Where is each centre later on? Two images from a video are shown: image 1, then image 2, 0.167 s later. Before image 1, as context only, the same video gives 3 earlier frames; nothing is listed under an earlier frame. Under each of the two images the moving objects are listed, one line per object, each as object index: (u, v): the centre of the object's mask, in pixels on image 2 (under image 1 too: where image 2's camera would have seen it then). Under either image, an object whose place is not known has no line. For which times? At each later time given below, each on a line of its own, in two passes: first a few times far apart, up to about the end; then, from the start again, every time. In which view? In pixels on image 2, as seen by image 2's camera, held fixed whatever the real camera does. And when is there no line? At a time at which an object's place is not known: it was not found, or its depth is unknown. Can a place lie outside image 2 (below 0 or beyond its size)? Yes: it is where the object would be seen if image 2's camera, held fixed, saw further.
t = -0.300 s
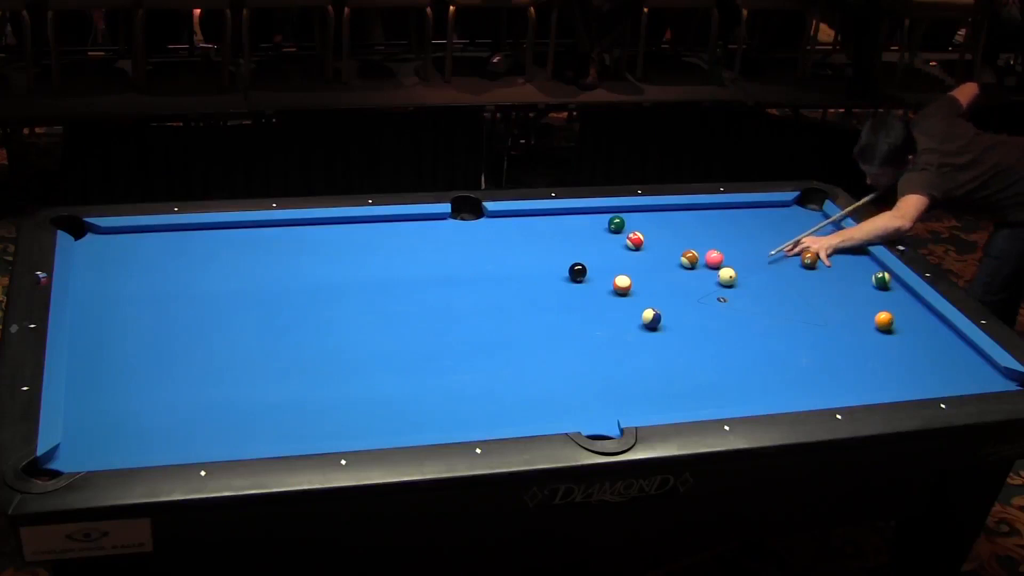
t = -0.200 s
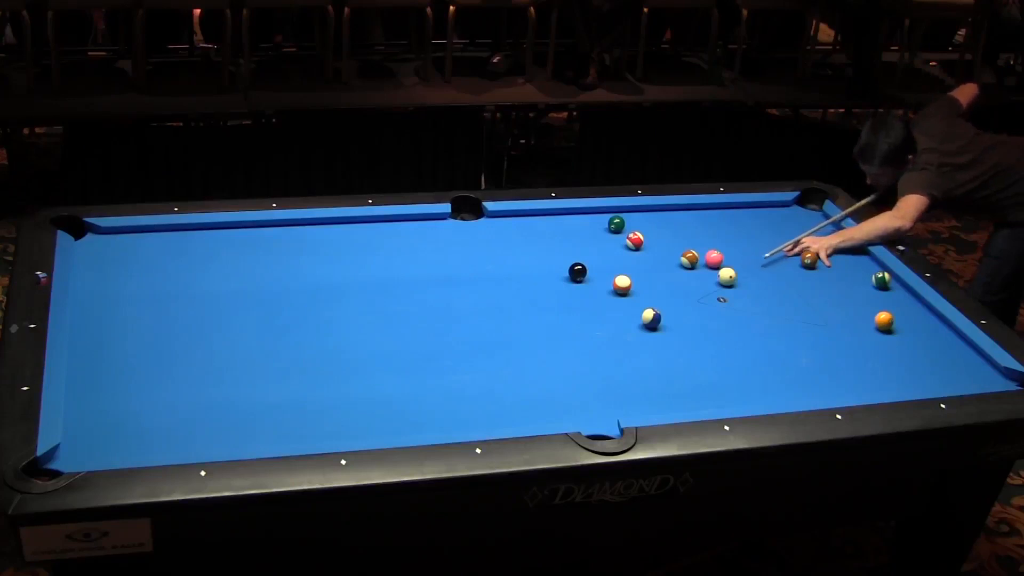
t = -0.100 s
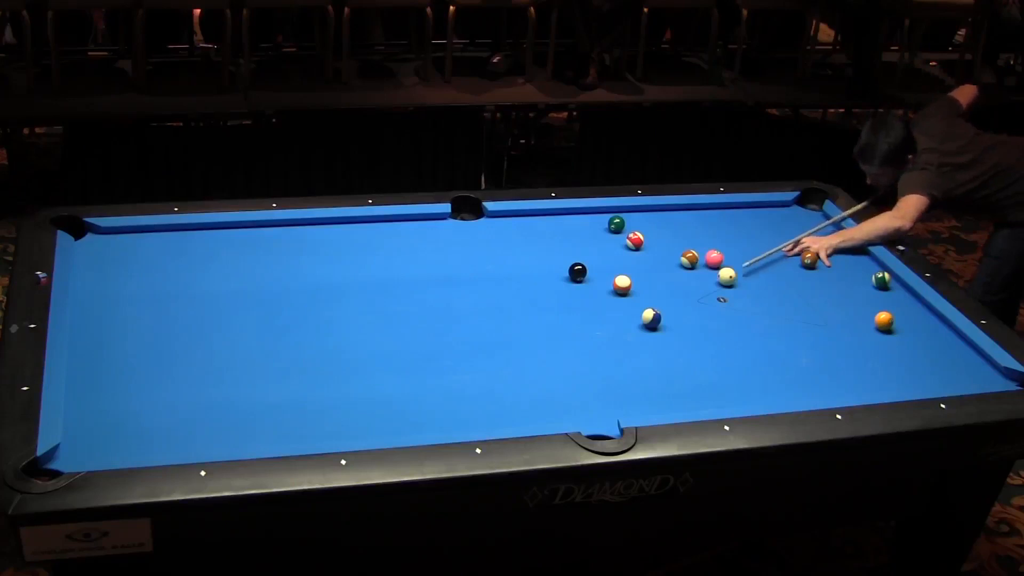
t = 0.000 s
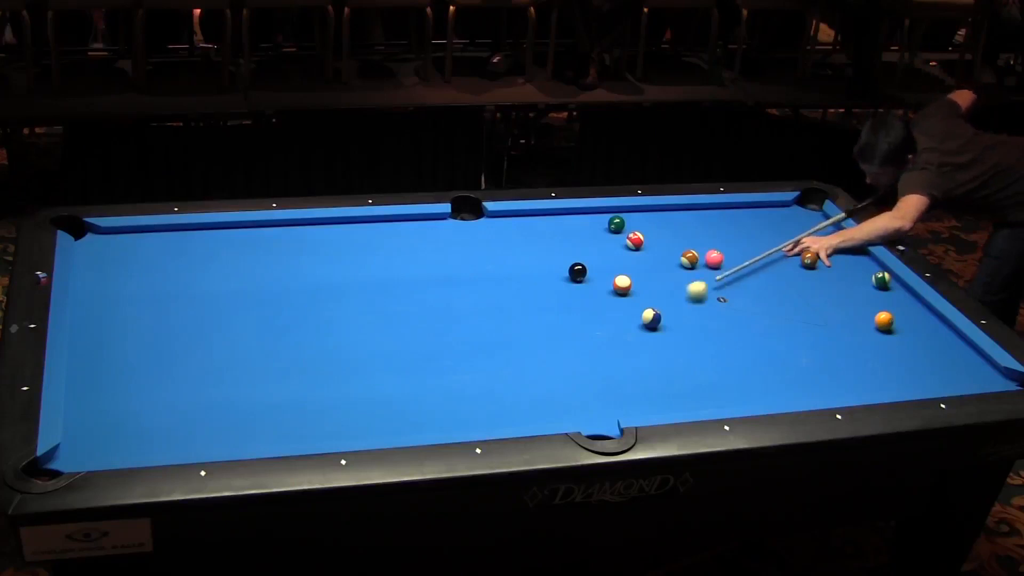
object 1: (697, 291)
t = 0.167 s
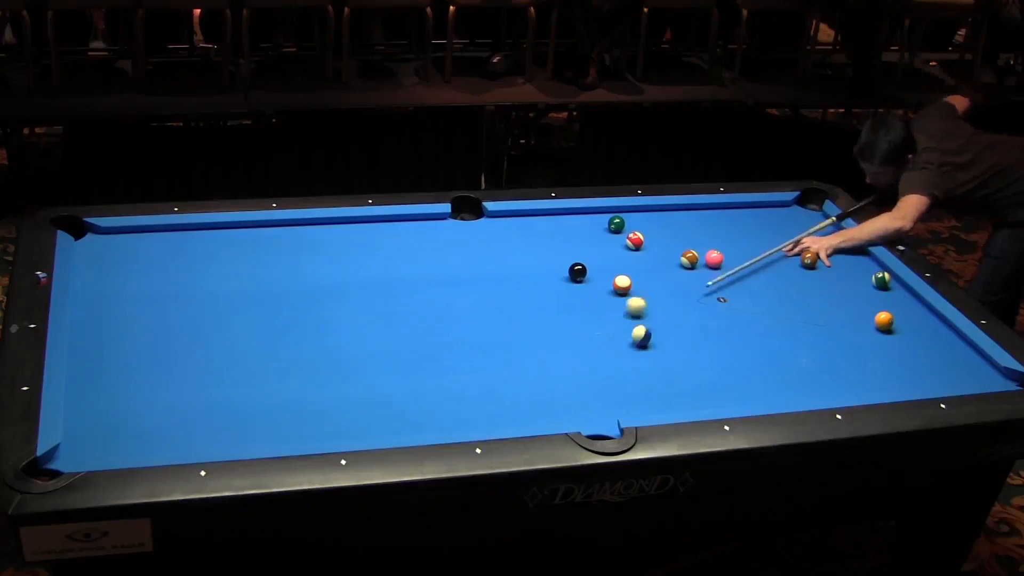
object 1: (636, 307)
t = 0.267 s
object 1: (606, 305)
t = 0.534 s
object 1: (522, 306)
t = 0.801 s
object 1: (436, 307)
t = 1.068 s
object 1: (353, 307)
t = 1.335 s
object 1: (270, 309)
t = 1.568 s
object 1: (199, 309)
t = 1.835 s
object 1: (120, 310)
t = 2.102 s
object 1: (104, 308)
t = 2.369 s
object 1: (147, 302)
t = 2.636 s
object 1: (188, 297)
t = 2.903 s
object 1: (227, 292)
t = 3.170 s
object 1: (262, 289)
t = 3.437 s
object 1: (296, 285)
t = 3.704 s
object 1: (327, 281)
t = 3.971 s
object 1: (355, 278)
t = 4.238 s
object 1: (381, 275)
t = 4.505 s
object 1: (405, 272)
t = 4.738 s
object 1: (424, 270)
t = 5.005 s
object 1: (444, 268)
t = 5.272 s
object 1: (462, 266)
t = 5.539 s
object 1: (478, 264)
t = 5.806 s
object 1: (492, 263)
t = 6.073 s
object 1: (503, 261)
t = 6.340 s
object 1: (513, 261)
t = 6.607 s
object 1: (521, 260)
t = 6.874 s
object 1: (527, 260)
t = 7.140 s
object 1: (531, 260)
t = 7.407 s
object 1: (534, 261)
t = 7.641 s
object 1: (535, 261)
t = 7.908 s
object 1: (535, 261)
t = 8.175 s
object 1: (535, 261)
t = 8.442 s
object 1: (535, 261)
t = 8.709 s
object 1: (535, 261)
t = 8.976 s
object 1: (535, 261)
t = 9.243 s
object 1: (535, 261)
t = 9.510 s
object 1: (535, 261)
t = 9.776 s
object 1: (535, 261)
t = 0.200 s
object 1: (626, 306)
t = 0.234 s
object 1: (616, 305)
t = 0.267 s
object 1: (606, 305)
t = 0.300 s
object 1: (595, 305)
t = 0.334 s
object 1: (585, 305)
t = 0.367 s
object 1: (575, 306)
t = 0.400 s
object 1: (564, 306)
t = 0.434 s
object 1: (553, 306)
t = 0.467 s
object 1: (543, 306)
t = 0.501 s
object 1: (532, 306)
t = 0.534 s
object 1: (522, 306)
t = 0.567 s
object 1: (511, 306)
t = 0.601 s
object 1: (500, 306)
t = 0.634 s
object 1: (490, 306)
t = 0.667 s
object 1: (479, 306)
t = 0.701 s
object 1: (468, 306)
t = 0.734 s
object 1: (458, 307)
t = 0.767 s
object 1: (447, 307)
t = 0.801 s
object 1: (436, 307)
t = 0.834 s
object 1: (426, 307)
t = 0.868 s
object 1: (415, 307)
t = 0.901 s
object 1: (405, 307)
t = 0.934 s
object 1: (395, 307)
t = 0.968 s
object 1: (384, 307)
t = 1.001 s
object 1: (373, 307)
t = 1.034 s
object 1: (363, 307)
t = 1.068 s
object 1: (353, 307)
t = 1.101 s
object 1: (342, 308)
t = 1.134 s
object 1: (332, 308)
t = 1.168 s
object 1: (322, 308)
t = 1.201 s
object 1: (311, 308)
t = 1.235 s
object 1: (301, 308)
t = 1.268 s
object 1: (291, 308)
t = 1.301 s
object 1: (281, 308)
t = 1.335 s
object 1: (270, 309)
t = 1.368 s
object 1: (260, 309)
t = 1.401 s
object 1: (250, 308)
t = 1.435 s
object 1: (240, 308)
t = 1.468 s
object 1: (229, 309)
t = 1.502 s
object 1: (219, 309)
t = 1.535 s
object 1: (209, 309)
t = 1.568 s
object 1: (199, 309)
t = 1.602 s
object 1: (189, 309)
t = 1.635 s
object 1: (179, 309)
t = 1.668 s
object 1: (169, 309)
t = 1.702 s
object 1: (159, 309)
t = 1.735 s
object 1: (149, 309)
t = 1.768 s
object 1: (140, 309)
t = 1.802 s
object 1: (129, 310)
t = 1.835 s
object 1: (120, 310)
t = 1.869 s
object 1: (110, 310)
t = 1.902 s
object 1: (100, 310)
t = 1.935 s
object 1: (90, 310)
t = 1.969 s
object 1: (81, 310)
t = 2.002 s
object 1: (85, 309)
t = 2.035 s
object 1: (92, 309)
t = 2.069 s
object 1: (98, 308)
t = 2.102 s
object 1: (104, 308)
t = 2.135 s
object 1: (110, 307)
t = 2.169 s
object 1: (115, 306)
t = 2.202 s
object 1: (121, 305)
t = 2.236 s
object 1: (126, 305)
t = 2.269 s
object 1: (131, 304)
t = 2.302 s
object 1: (136, 303)
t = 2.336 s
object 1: (142, 303)
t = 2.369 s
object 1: (147, 302)
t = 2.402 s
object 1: (153, 302)
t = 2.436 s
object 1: (158, 301)
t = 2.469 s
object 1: (163, 300)
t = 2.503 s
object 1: (168, 300)
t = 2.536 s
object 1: (173, 299)
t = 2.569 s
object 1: (178, 298)
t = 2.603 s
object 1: (183, 298)
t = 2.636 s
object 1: (188, 297)
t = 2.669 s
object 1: (193, 297)
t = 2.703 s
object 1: (198, 296)
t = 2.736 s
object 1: (203, 295)
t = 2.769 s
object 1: (208, 295)
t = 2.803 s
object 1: (212, 294)
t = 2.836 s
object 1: (217, 293)
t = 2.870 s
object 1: (222, 293)
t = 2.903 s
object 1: (227, 292)
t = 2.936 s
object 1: (231, 292)
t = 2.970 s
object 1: (236, 292)
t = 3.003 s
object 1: (240, 291)
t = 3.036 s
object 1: (245, 291)
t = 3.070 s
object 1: (249, 290)
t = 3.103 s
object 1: (254, 290)
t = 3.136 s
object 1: (258, 289)
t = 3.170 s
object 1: (262, 289)
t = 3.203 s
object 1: (267, 288)
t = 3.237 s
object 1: (271, 287)
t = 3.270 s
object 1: (275, 287)
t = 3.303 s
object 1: (280, 287)
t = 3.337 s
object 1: (284, 286)
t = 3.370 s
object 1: (288, 285)
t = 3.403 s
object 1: (292, 285)
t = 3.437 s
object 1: (296, 285)
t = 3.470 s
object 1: (300, 284)
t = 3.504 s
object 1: (304, 284)
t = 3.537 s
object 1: (308, 283)
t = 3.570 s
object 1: (312, 283)
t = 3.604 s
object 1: (316, 282)
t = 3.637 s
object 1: (319, 282)
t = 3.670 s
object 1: (323, 282)
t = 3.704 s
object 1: (327, 281)
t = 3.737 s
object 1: (330, 281)
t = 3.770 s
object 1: (334, 280)
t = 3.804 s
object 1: (338, 280)
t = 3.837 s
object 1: (341, 279)
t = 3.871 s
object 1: (345, 279)
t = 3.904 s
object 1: (348, 278)
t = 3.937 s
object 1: (352, 278)
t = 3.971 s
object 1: (355, 278)
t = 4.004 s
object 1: (359, 278)
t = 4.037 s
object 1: (362, 277)
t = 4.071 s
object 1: (365, 277)
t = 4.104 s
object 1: (369, 276)
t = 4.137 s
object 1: (372, 276)
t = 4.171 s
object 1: (375, 276)
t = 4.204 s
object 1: (378, 275)
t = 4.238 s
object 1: (381, 275)
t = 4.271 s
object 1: (385, 275)
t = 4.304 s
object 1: (387, 274)
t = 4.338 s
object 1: (391, 274)
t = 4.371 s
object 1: (394, 274)
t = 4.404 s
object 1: (396, 273)
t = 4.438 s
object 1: (399, 273)
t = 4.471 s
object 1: (402, 272)
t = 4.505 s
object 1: (405, 272)
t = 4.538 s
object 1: (408, 272)
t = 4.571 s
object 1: (411, 271)
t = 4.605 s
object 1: (413, 271)
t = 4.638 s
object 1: (416, 271)
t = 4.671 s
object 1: (419, 270)
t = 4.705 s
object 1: (422, 270)
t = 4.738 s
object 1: (424, 270)
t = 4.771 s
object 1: (427, 270)
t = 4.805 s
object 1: (430, 269)
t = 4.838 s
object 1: (432, 269)
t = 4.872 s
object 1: (435, 269)
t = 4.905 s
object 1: (437, 269)
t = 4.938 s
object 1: (440, 268)
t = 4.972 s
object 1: (442, 268)
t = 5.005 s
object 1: (444, 268)
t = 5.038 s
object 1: (447, 268)
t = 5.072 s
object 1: (449, 267)
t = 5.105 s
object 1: (451, 267)
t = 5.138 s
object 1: (453, 267)
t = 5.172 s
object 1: (456, 267)
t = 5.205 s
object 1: (458, 266)
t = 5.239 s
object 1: (460, 266)
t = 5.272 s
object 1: (462, 266)
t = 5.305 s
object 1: (464, 266)
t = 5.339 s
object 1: (466, 266)
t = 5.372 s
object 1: (468, 265)
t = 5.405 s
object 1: (470, 265)
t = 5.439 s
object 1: (472, 265)
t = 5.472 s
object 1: (474, 265)
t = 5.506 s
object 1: (476, 264)
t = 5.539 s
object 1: (478, 264)
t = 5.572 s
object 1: (480, 264)
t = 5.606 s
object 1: (481, 264)
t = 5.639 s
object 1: (483, 264)
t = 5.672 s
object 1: (485, 263)
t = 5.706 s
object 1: (487, 263)
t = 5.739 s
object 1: (488, 263)
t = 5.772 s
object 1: (490, 263)
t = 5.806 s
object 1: (492, 263)
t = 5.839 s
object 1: (493, 263)
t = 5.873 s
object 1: (495, 262)
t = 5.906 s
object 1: (496, 262)
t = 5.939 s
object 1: (498, 262)
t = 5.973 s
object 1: (499, 262)
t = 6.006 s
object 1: (501, 262)
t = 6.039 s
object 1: (502, 262)
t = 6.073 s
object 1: (503, 261)
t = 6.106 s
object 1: (505, 261)
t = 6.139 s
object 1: (506, 261)
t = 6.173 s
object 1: (507, 261)
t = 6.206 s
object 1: (508, 261)
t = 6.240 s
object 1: (509, 261)
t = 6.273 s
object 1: (510, 261)
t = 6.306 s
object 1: (512, 261)
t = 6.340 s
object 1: (513, 261)
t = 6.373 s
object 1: (514, 261)
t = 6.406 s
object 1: (515, 260)
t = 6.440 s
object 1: (516, 260)
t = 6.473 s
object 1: (517, 260)
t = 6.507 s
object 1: (518, 260)
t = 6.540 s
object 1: (519, 260)
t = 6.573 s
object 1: (520, 260)
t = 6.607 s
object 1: (521, 260)
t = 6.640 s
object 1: (522, 260)
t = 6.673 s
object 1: (523, 260)
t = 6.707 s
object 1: (524, 260)
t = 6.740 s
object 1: (524, 260)
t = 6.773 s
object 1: (525, 260)
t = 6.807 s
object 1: (526, 260)
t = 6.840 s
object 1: (526, 260)
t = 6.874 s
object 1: (527, 260)
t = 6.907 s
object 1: (527, 260)
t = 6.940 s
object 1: (528, 260)
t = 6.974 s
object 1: (529, 260)
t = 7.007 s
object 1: (529, 260)
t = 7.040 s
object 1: (530, 260)
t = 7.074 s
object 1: (531, 260)
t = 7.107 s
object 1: (531, 260)
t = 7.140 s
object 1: (531, 260)
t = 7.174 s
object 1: (532, 260)
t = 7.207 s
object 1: (532, 260)
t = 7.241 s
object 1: (533, 260)
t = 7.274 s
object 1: (533, 260)
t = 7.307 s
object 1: (533, 260)
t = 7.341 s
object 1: (534, 260)
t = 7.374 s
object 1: (534, 261)
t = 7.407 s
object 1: (534, 261)
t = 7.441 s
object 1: (534, 261)
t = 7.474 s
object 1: (535, 261)
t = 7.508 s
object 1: (535, 261)
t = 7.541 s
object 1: (535, 261)
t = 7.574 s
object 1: (535, 261)
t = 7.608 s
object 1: (535, 261)
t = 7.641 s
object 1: (535, 261)
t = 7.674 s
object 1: (535, 261)
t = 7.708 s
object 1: (535, 261)
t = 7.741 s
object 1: (535, 261)
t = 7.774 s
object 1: (535, 261)
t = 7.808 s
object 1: (535, 261)
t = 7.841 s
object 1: (535, 261)
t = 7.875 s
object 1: (535, 261)
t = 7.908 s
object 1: (535, 261)
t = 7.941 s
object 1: (535, 261)
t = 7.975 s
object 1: (535, 261)
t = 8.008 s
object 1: (535, 261)
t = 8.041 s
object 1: (535, 261)
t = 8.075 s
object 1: (535, 261)
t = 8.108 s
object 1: (535, 261)
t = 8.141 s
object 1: (535, 261)
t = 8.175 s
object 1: (535, 261)
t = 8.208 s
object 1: (535, 261)
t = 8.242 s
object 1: (535, 261)
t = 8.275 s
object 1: (535, 261)
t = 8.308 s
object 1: (535, 261)
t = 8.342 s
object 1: (535, 261)
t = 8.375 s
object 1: (535, 261)
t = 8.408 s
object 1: (535, 261)
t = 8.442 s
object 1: (535, 261)
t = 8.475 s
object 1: (535, 261)
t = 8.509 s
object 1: (535, 261)
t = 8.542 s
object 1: (535, 261)
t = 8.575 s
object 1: (535, 261)
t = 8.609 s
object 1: (535, 261)
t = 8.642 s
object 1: (535, 261)
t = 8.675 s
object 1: (535, 261)
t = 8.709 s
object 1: (535, 261)
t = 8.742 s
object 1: (535, 261)
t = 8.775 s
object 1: (535, 261)
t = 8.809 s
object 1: (535, 261)
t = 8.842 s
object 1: (535, 261)
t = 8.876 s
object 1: (535, 261)
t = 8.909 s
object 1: (535, 261)
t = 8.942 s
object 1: (535, 261)
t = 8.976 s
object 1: (535, 261)
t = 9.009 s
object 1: (535, 261)
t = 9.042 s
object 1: (535, 261)
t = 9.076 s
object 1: (535, 261)
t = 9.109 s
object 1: (535, 261)
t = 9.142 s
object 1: (535, 261)
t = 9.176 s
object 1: (535, 261)
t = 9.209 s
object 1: (535, 261)
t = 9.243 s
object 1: (535, 261)
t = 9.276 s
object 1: (535, 261)
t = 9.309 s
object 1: (535, 261)
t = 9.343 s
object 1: (535, 261)
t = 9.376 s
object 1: (535, 261)
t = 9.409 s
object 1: (535, 261)
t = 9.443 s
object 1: (535, 261)
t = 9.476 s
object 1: (535, 261)
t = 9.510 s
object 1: (535, 261)
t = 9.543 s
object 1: (535, 261)
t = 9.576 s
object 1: (535, 261)
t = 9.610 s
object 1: (535, 261)
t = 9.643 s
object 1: (535, 261)
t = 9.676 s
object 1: (535, 261)
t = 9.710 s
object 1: (535, 261)
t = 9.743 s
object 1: (535, 261)
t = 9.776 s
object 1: (535, 261)
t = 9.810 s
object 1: (535, 261)
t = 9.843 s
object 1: (535, 261)
